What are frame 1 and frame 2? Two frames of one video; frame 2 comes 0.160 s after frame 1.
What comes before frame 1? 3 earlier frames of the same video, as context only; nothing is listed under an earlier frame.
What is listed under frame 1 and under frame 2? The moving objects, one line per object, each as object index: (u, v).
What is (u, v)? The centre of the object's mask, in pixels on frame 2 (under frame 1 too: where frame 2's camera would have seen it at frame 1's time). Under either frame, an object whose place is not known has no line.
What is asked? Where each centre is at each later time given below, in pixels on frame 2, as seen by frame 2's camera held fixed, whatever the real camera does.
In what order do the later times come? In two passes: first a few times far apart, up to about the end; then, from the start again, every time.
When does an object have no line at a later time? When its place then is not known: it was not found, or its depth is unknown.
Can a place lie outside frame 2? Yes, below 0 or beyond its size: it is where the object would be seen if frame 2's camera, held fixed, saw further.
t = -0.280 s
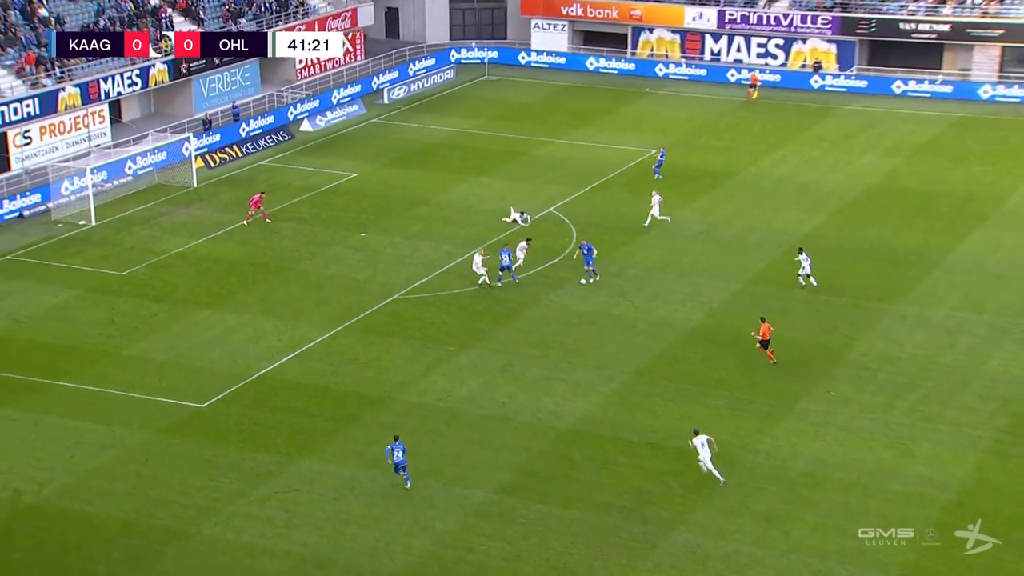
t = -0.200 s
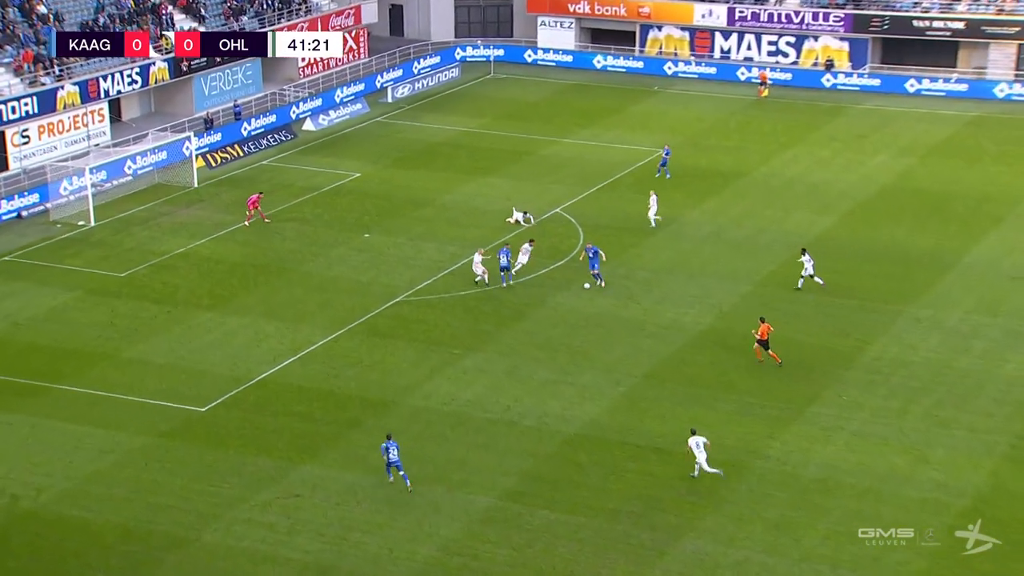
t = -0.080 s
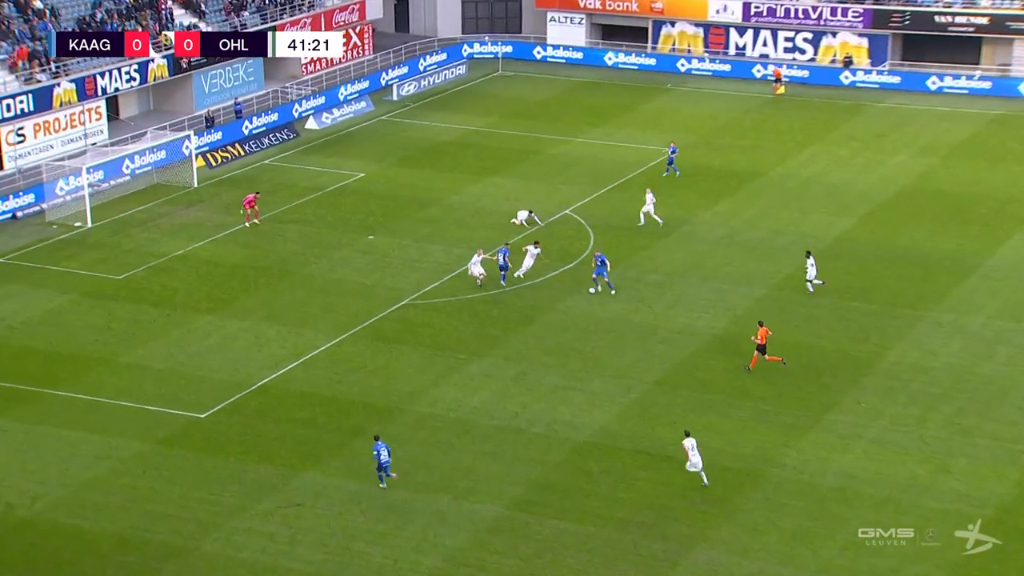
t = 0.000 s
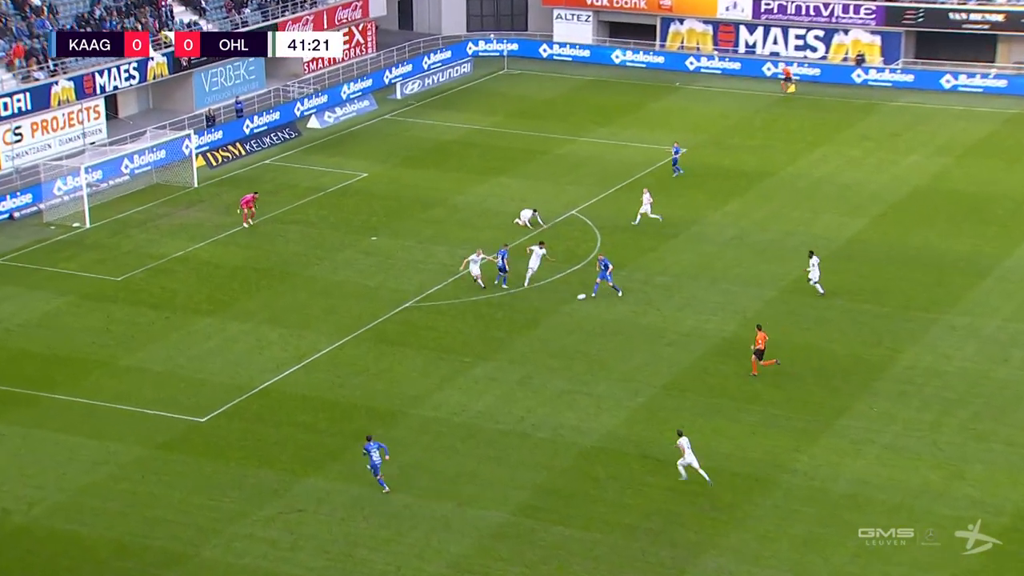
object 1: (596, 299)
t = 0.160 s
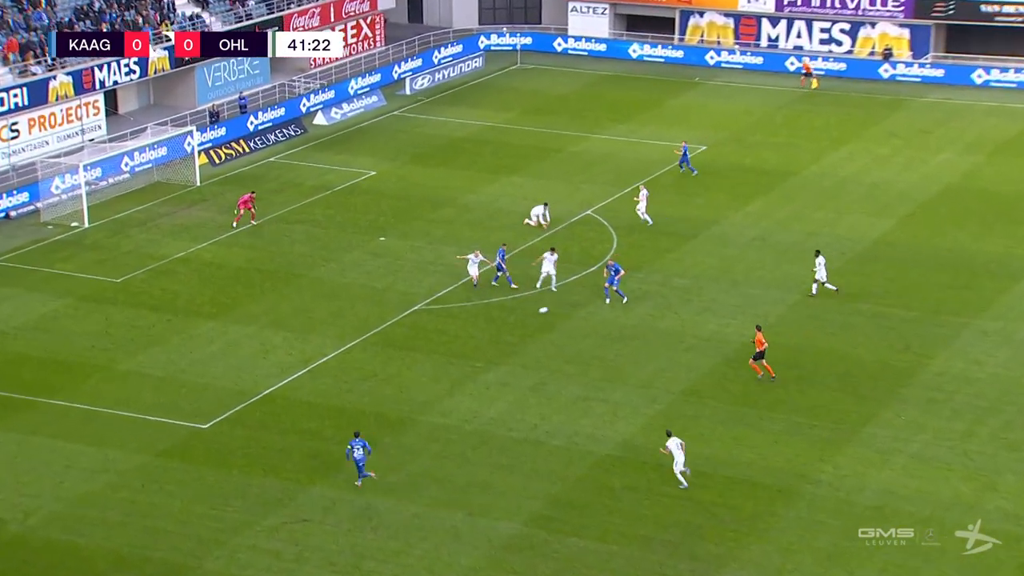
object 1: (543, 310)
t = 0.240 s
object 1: (517, 316)
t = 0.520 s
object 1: (434, 332)
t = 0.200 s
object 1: (530, 313)
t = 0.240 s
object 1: (517, 316)
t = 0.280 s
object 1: (505, 318)
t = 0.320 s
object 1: (492, 321)
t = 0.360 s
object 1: (480, 323)
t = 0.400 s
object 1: (468, 326)
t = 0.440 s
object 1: (456, 328)
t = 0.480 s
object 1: (445, 330)
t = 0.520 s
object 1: (434, 332)
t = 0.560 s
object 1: (423, 335)
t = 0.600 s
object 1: (412, 337)
